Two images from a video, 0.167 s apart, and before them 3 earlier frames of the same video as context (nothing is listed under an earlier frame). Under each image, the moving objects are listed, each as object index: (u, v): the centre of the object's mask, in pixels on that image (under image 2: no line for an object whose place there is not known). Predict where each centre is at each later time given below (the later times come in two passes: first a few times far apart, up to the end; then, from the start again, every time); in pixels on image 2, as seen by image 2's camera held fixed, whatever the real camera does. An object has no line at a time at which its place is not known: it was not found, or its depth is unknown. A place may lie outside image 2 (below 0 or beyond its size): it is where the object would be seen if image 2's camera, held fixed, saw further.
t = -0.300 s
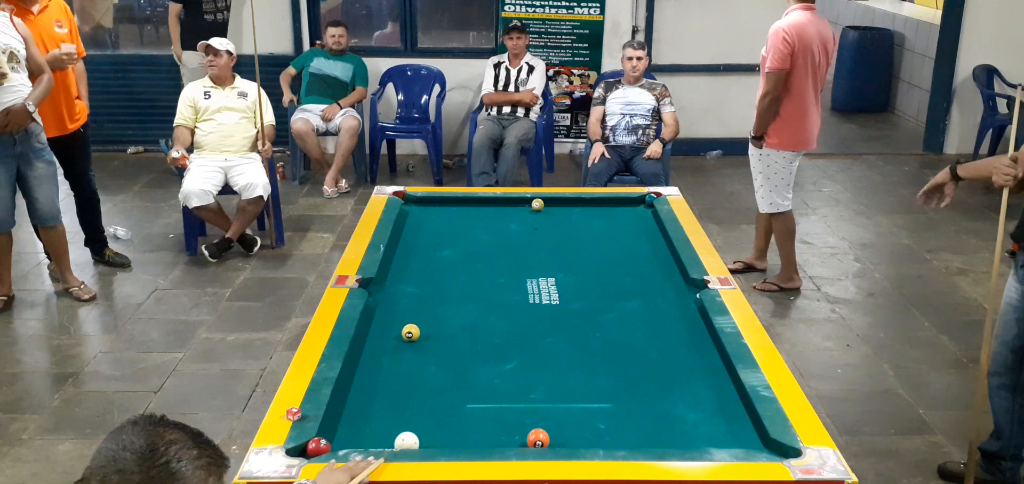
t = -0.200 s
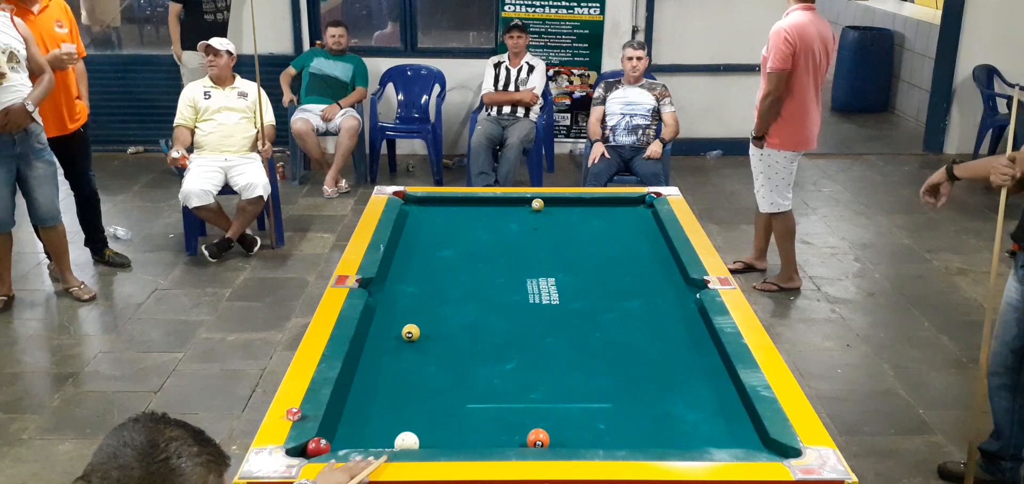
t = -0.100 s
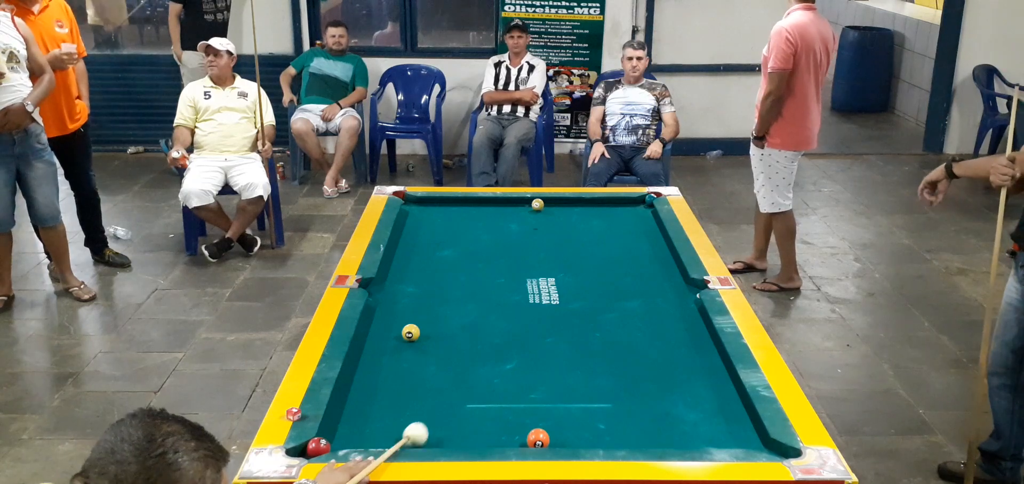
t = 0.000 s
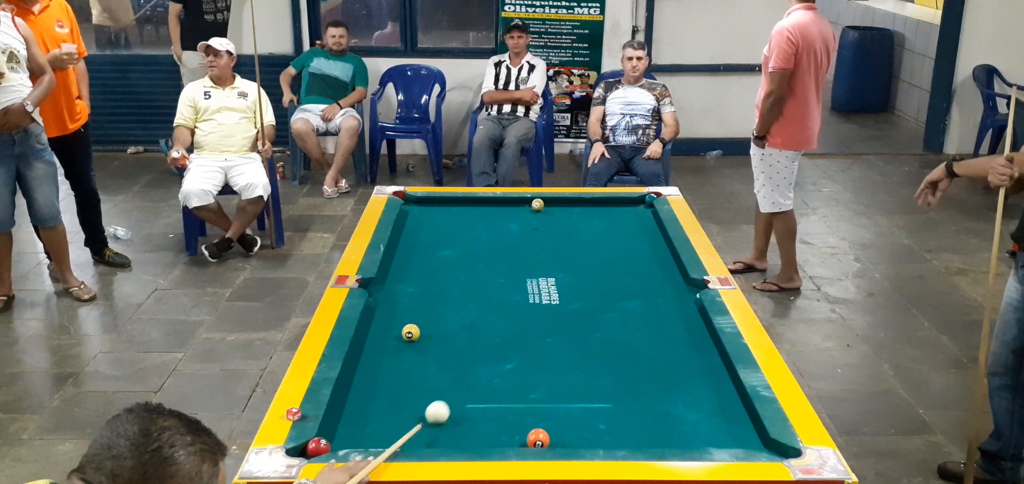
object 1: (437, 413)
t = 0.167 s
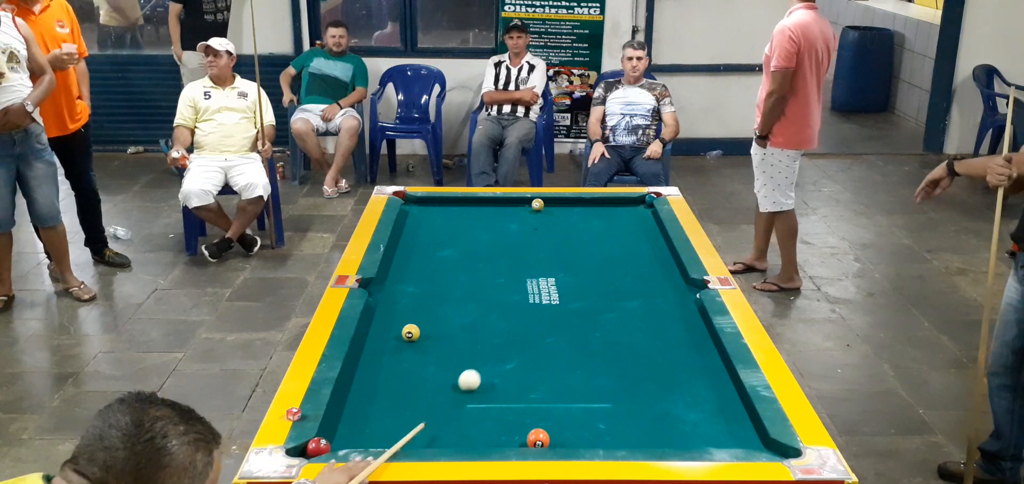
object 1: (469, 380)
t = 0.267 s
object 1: (486, 363)
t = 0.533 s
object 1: (525, 325)
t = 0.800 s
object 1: (556, 293)
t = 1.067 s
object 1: (581, 268)
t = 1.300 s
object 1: (600, 249)
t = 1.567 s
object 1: (618, 230)
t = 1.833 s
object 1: (634, 214)
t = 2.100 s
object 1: (643, 201)
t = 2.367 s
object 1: (644, 204)
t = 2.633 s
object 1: (647, 208)
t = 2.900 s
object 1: (647, 210)
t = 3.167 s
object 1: (646, 213)
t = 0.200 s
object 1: (475, 375)
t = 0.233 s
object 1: (481, 369)
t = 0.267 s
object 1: (486, 363)
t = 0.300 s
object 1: (492, 358)
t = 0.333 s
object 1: (497, 353)
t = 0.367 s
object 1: (502, 348)
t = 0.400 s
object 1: (506, 343)
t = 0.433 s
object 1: (511, 338)
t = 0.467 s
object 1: (516, 333)
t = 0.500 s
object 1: (520, 329)
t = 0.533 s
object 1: (525, 325)
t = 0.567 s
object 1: (529, 320)
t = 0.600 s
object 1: (533, 316)
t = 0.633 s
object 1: (537, 312)
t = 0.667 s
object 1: (541, 308)
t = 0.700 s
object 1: (545, 304)
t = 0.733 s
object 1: (548, 301)
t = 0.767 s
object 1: (552, 297)
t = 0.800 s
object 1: (556, 293)
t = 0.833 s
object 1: (559, 290)
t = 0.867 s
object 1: (562, 287)
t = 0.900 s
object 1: (565, 283)
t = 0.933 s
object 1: (569, 280)
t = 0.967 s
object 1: (572, 277)
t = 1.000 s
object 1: (575, 274)
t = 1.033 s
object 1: (578, 271)
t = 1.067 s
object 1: (581, 268)
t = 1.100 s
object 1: (584, 265)
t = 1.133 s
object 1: (586, 262)
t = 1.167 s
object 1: (589, 259)
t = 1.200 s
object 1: (592, 257)
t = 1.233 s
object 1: (594, 254)
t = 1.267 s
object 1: (597, 251)
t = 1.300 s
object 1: (600, 249)
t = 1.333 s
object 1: (602, 246)
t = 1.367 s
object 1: (605, 244)
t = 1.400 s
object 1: (607, 241)
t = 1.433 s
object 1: (609, 239)
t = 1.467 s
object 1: (612, 237)
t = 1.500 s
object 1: (614, 235)
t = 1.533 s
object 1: (616, 232)
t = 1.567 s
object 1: (618, 230)
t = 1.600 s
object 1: (620, 228)
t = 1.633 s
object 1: (623, 226)
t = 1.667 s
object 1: (625, 224)
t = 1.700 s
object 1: (627, 222)
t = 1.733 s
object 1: (629, 220)
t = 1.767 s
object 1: (631, 218)
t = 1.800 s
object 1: (632, 216)
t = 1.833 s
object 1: (634, 214)
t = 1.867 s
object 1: (636, 213)
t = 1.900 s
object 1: (638, 211)
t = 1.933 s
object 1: (640, 209)
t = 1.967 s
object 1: (641, 207)
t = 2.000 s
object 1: (643, 205)
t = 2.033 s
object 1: (645, 204)
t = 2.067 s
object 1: (645, 202)
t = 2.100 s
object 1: (643, 201)
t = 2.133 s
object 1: (641, 201)
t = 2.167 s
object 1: (640, 200)
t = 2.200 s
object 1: (641, 201)
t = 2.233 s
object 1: (641, 202)
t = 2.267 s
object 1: (642, 202)
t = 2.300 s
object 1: (643, 203)
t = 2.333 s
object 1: (643, 203)
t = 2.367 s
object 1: (644, 204)
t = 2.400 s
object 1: (645, 205)
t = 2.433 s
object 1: (645, 205)
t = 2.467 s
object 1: (646, 206)
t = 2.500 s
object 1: (647, 206)
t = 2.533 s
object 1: (647, 207)
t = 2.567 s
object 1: (647, 207)
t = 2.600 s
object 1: (647, 207)
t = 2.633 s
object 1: (647, 208)
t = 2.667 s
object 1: (647, 208)
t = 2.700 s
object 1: (647, 209)
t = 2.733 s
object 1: (647, 209)
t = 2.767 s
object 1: (647, 209)
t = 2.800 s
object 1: (647, 210)
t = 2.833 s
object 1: (647, 210)
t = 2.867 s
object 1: (646, 210)
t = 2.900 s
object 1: (647, 210)
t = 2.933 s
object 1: (646, 211)
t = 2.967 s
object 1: (646, 211)
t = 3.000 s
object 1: (646, 212)
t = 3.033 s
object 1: (646, 212)
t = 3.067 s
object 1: (646, 212)
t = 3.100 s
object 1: (646, 212)
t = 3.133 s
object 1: (646, 213)
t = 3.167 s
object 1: (646, 213)
